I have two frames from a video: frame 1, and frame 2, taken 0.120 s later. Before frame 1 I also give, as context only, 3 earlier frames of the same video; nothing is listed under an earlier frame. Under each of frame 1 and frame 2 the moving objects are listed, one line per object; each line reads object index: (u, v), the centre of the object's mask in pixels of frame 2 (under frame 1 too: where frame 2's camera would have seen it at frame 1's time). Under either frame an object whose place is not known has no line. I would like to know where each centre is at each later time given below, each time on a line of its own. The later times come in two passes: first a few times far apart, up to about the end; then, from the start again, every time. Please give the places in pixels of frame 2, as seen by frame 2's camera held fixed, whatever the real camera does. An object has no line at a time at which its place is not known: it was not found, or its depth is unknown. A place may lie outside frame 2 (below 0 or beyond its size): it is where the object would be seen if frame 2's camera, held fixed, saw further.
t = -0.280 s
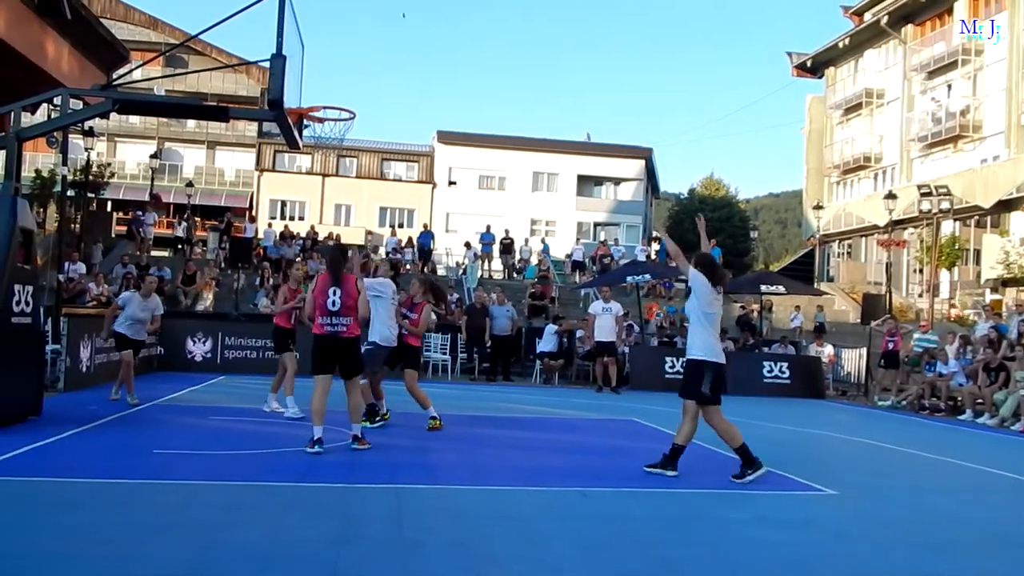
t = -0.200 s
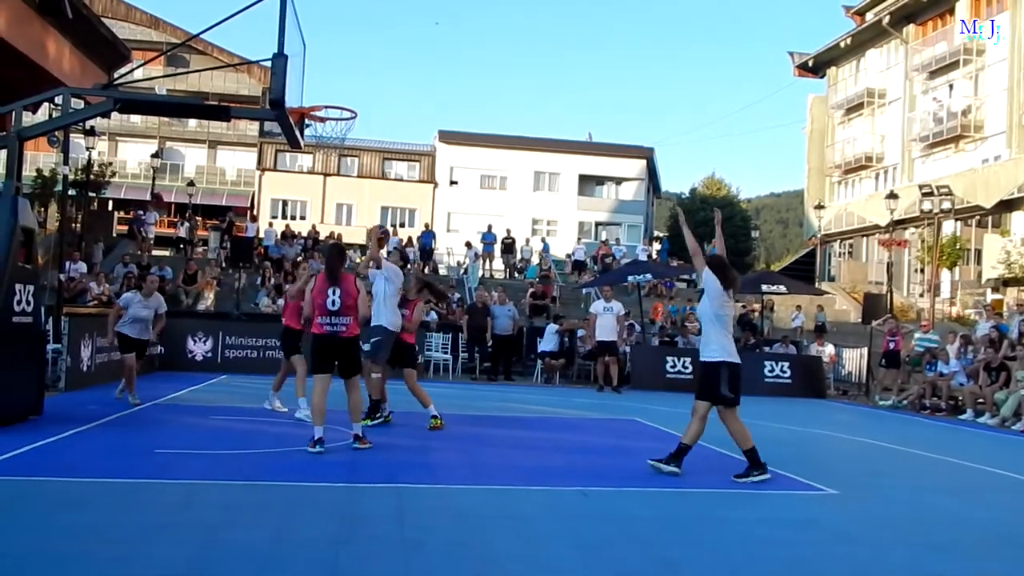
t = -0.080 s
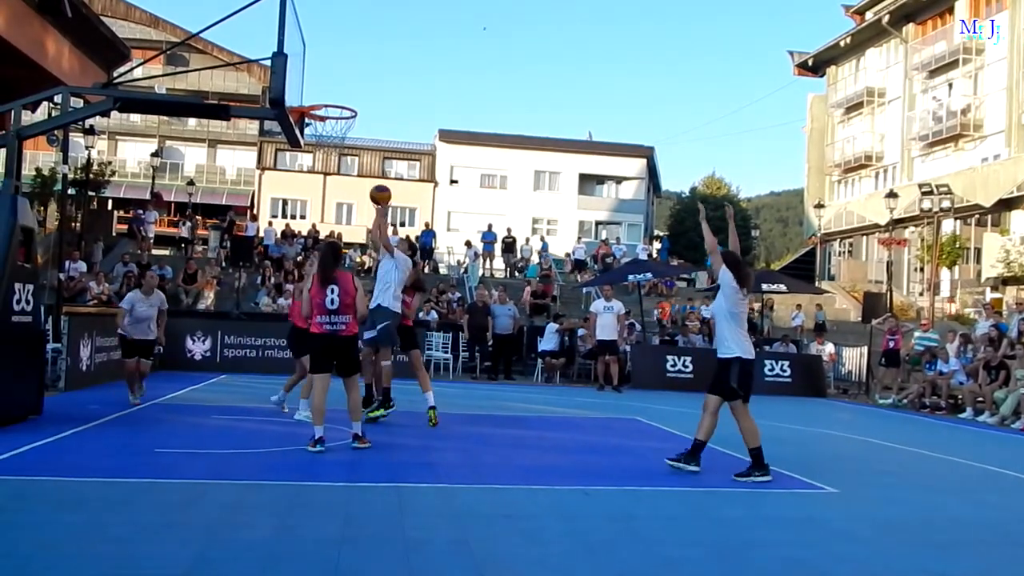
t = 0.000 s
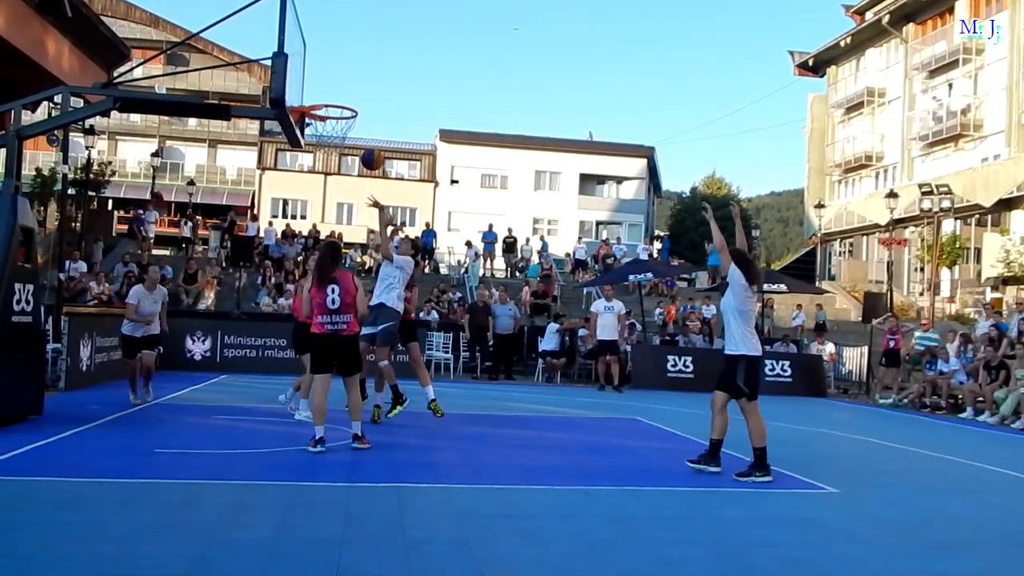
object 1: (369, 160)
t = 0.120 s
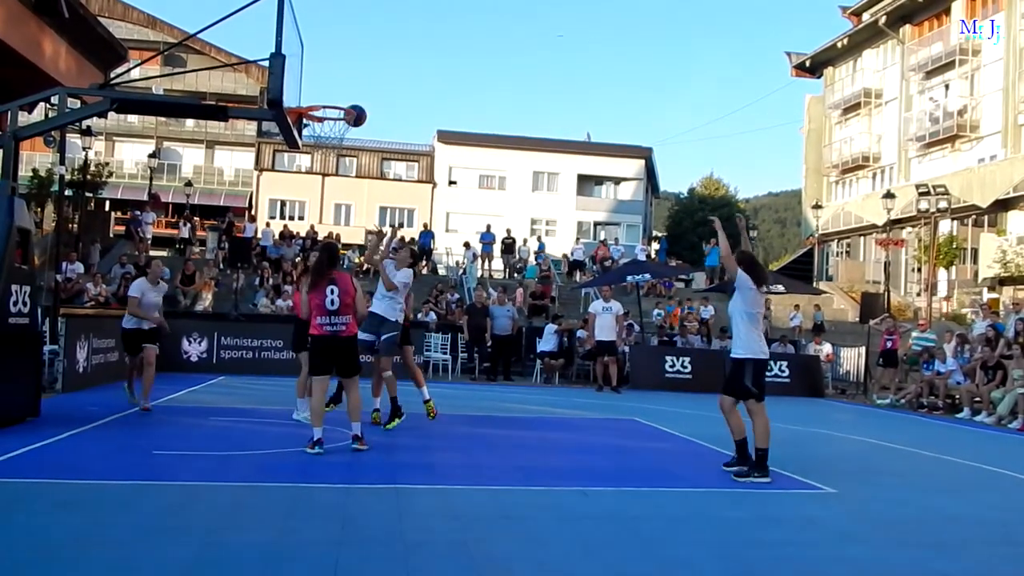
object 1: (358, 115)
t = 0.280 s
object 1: (333, 73)
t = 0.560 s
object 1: (313, 62)
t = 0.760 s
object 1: (334, 114)
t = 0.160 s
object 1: (350, 101)
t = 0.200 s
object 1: (344, 91)
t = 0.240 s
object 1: (338, 82)
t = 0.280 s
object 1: (333, 73)
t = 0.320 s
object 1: (327, 66)
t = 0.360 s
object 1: (320, 60)
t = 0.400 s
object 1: (314, 56)
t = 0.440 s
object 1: (307, 53)
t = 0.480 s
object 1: (304, 53)
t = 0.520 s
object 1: (309, 57)
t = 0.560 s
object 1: (313, 62)
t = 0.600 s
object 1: (317, 69)
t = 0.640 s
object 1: (322, 77)
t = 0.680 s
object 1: (326, 88)
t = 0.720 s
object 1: (330, 100)
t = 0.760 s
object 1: (334, 114)
